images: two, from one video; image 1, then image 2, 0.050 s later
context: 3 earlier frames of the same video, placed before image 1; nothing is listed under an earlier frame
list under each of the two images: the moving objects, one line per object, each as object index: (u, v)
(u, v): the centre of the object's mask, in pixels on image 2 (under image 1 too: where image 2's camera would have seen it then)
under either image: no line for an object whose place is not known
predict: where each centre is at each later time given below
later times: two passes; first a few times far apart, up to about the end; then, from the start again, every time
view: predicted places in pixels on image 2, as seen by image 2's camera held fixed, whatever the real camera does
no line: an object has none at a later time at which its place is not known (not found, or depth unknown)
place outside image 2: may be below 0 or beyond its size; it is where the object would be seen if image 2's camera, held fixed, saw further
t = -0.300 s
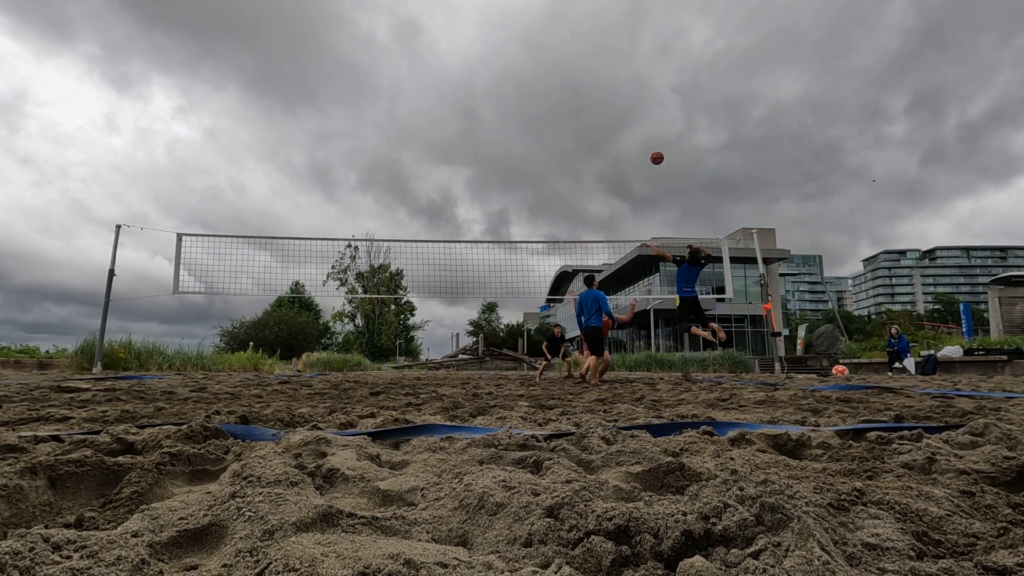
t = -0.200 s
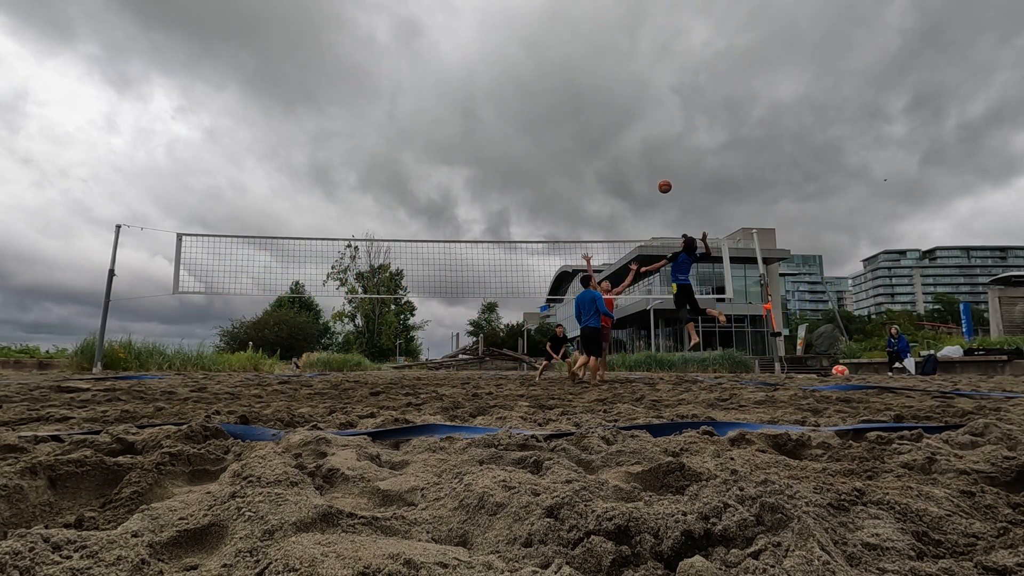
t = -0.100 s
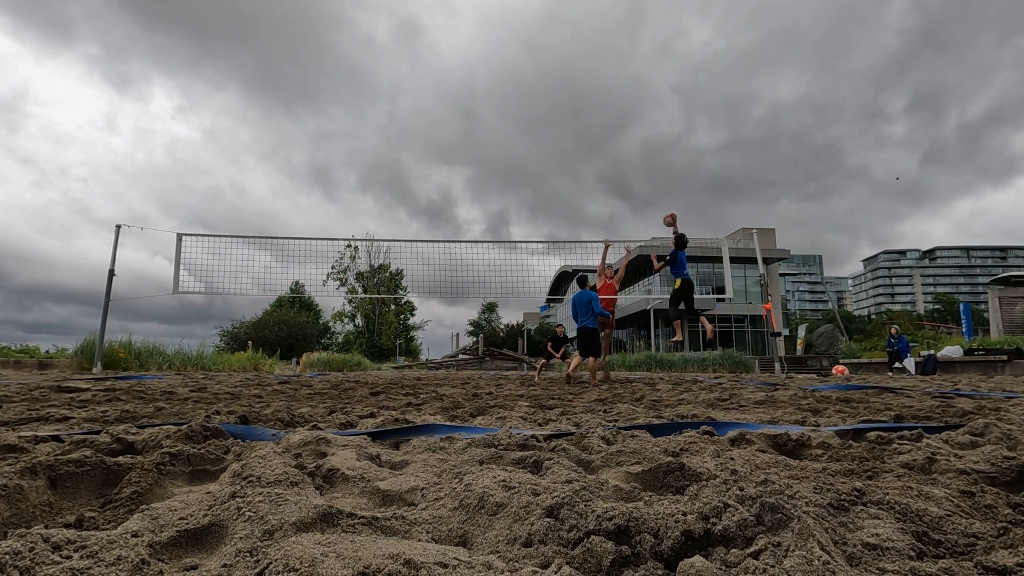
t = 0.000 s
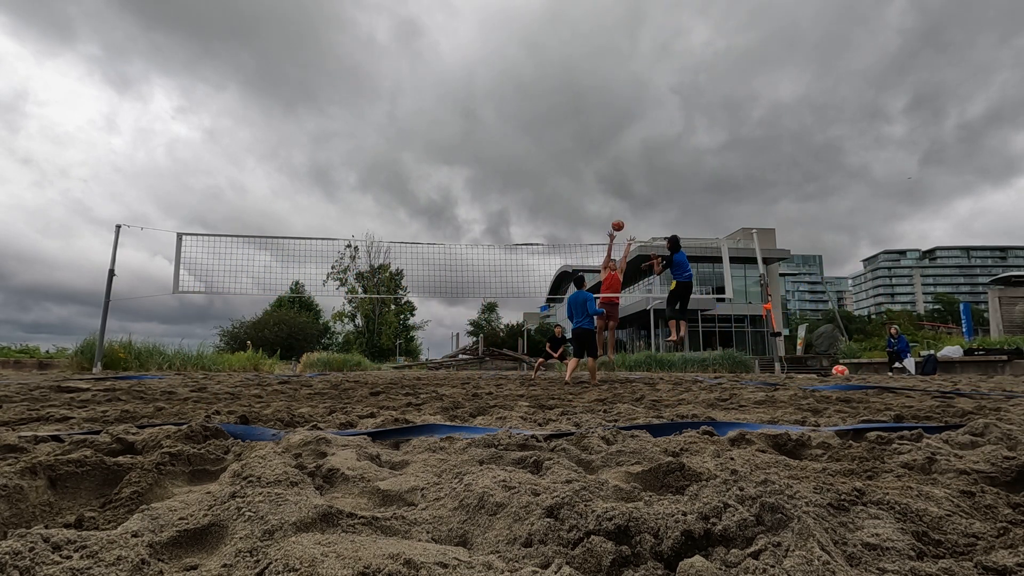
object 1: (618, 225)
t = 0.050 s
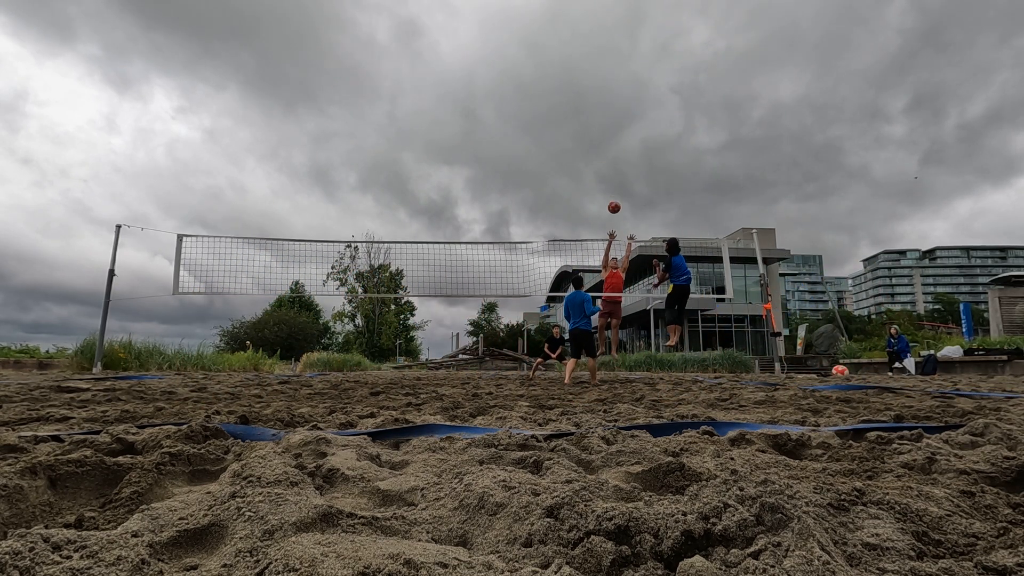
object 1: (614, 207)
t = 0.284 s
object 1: (595, 140)
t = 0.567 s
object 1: (565, 97)
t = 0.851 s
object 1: (529, 107)
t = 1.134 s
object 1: (488, 186)
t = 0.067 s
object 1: (613, 202)
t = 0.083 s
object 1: (612, 196)
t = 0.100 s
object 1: (610, 191)
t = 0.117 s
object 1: (609, 186)
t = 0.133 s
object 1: (608, 180)
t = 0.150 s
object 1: (607, 175)
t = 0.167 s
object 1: (605, 170)
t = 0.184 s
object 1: (604, 166)
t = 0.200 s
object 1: (602, 161)
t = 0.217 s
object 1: (601, 156)
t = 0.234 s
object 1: (599, 153)
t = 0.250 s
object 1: (598, 148)
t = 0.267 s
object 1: (596, 144)
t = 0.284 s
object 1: (595, 140)
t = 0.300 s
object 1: (593, 137)
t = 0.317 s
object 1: (591, 133)
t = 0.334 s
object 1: (589, 130)
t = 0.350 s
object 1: (588, 126)
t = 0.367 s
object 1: (587, 123)
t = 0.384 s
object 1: (585, 120)
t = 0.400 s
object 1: (583, 117)
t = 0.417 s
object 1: (581, 115)
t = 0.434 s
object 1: (579, 112)
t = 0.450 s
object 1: (578, 110)
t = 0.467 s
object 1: (576, 107)
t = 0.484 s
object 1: (574, 106)
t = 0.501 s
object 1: (572, 104)
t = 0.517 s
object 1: (570, 102)
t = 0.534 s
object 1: (568, 100)
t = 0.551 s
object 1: (566, 99)
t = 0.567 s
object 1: (565, 97)
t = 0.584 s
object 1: (563, 97)
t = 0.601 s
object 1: (561, 96)
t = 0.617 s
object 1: (559, 95)
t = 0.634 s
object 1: (557, 94)
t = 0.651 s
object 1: (555, 94)
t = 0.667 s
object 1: (553, 94)
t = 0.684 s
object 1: (551, 95)
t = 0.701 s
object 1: (549, 95)
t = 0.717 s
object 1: (547, 95)
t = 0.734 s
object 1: (544, 96)
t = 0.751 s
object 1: (542, 97)
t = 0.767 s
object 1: (540, 98)
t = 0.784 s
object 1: (538, 99)
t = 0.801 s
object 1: (536, 101)
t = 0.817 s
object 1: (533, 103)
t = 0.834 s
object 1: (531, 105)
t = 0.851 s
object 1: (529, 107)
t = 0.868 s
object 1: (527, 110)
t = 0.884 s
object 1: (525, 112)
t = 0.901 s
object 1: (522, 115)
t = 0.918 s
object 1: (520, 119)
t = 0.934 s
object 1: (518, 122)
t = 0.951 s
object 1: (515, 126)
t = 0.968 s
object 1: (513, 130)
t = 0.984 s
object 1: (511, 134)
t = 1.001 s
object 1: (508, 139)
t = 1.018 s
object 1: (506, 144)
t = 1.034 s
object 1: (503, 149)
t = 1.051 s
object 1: (501, 154)
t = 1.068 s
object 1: (498, 160)
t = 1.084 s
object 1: (496, 166)
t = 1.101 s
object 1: (494, 173)
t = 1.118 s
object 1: (491, 180)
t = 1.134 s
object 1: (488, 186)
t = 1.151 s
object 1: (486, 194)
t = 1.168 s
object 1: (483, 202)
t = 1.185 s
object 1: (480, 210)
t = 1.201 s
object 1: (478, 219)
